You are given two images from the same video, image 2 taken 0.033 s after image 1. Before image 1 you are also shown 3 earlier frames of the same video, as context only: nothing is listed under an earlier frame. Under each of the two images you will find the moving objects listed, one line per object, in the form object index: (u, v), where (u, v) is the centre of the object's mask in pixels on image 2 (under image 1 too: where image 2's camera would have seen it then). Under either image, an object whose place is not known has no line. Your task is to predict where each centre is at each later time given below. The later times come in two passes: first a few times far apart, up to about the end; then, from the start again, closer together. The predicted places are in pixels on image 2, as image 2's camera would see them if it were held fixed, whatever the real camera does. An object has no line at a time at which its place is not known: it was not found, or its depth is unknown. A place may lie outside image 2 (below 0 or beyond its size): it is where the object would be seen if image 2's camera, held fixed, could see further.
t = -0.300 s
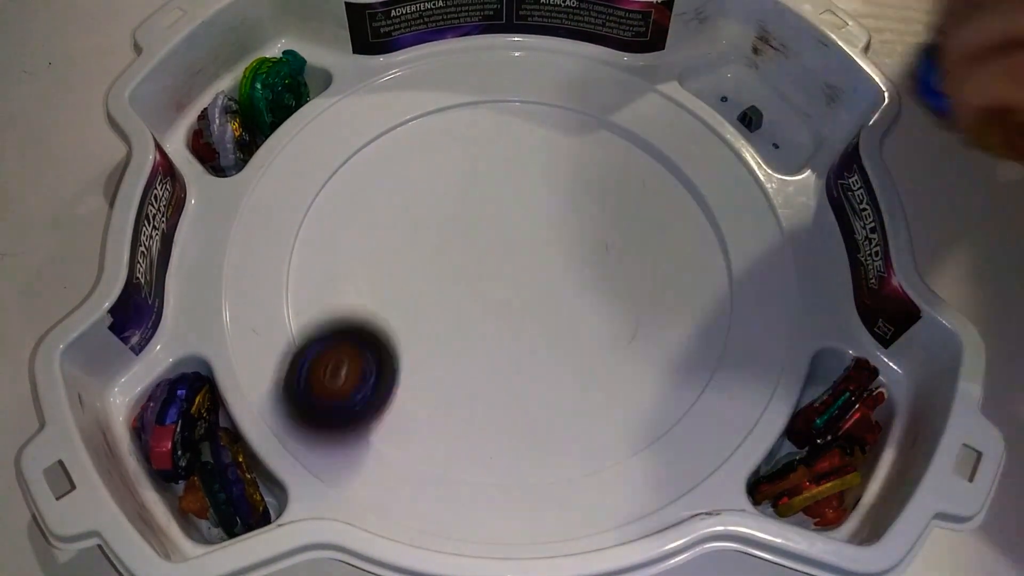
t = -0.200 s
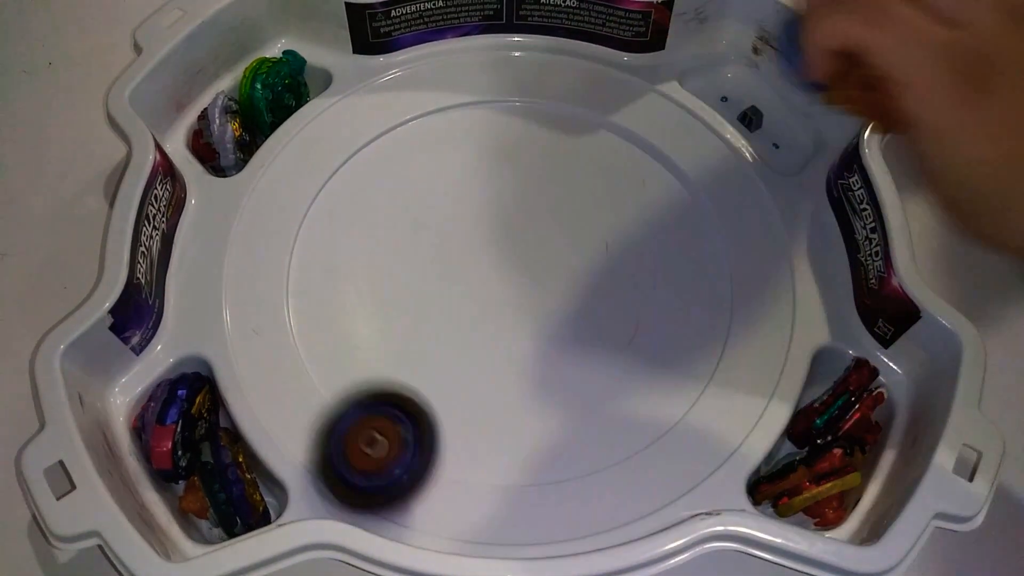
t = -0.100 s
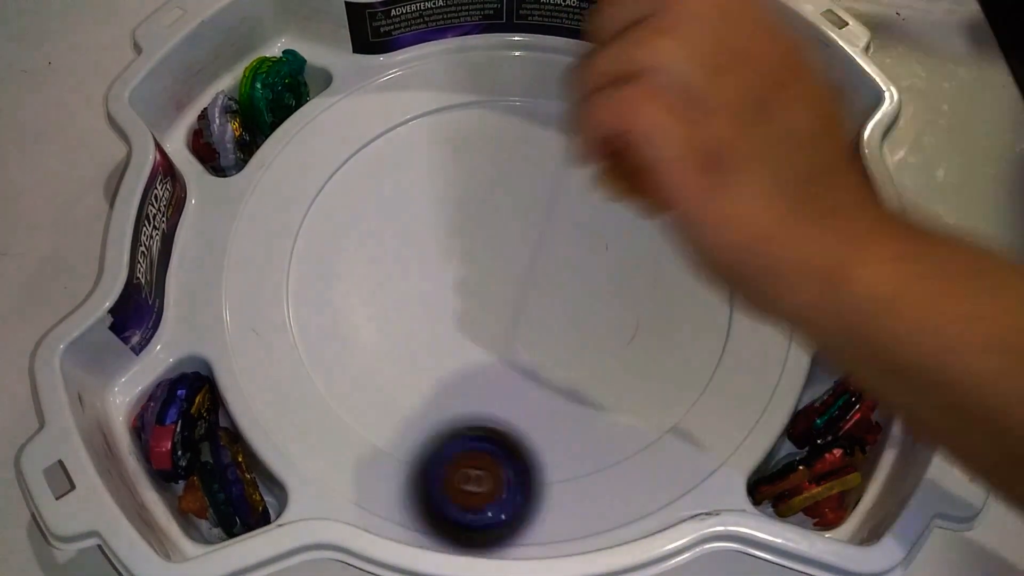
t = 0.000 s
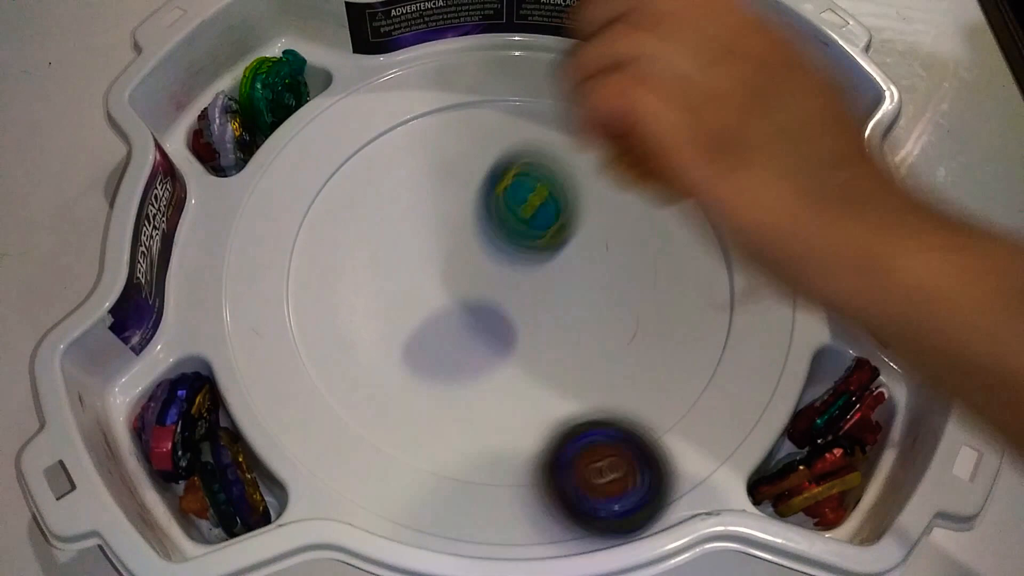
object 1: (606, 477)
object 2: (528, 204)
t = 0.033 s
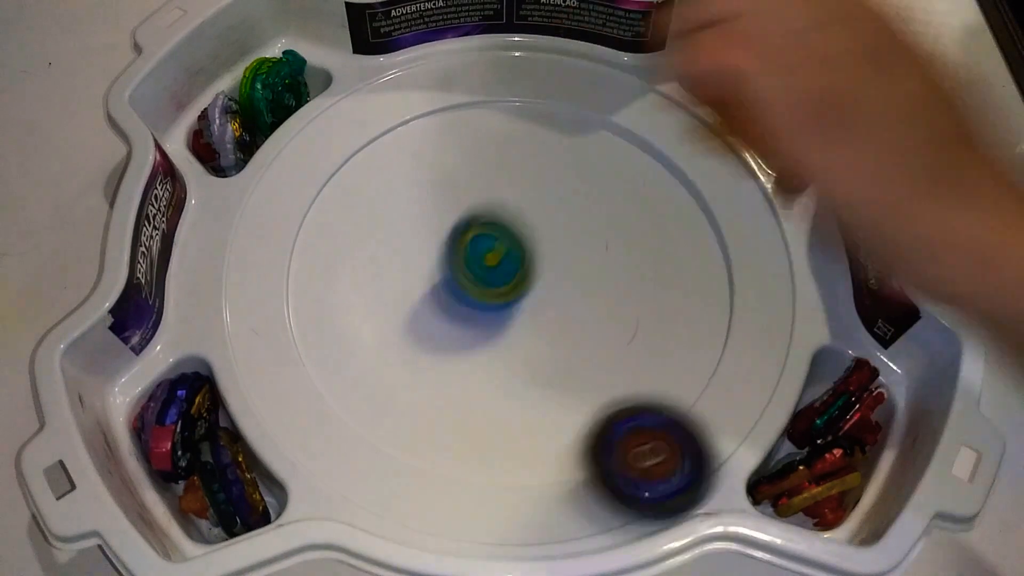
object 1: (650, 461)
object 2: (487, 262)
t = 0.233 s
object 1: (786, 266)
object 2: (370, 315)
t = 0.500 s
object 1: (471, 74)
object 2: (551, 257)
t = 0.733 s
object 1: (245, 330)
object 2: (646, 151)
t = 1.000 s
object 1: (698, 259)
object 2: (467, 228)
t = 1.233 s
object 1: (654, 86)
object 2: (421, 309)
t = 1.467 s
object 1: (461, 154)
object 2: (656, 461)
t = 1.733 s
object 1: (342, 269)
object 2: (586, 236)
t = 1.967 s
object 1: (642, 424)
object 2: (427, 103)
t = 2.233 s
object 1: (623, 115)
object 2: (453, 434)
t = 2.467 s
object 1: (308, 187)
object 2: (758, 378)
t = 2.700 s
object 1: (638, 418)
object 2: (636, 115)
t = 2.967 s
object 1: (498, 84)
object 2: (302, 300)
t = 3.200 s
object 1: (380, 419)
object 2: (728, 318)
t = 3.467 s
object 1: (675, 155)
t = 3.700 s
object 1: (384, 115)
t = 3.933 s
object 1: (316, 402)
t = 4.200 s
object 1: (510, 145)
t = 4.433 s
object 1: (559, 100)
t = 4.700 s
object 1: (509, 240)
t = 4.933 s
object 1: (529, 337)
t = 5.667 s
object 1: (459, 259)
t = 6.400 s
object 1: (450, 249)
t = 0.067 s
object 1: (691, 441)
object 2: (462, 265)
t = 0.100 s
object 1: (734, 416)
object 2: (435, 277)
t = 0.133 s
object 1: (765, 383)
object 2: (408, 295)
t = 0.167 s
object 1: (785, 345)
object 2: (389, 304)
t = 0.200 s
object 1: (791, 307)
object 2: (375, 310)
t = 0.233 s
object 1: (786, 266)
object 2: (370, 315)
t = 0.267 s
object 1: (769, 226)
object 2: (373, 317)
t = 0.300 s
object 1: (745, 189)
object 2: (385, 318)
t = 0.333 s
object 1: (712, 155)
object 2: (405, 315)
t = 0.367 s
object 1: (674, 125)
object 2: (429, 311)
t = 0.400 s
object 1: (630, 102)
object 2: (457, 302)
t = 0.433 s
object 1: (582, 85)
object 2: (488, 290)
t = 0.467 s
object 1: (527, 75)
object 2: (521, 275)
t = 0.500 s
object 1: (471, 74)
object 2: (551, 257)
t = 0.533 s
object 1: (412, 82)
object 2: (580, 237)
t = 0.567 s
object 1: (351, 95)
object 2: (604, 218)
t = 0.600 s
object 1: (291, 115)
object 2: (626, 198)
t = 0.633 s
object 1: (245, 145)
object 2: (642, 179)
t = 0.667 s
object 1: (220, 194)
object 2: (652, 162)
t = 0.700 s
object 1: (221, 262)
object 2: (651, 152)
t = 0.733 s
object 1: (245, 330)
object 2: (646, 151)
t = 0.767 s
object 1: (286, 409)
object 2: (634, 153)
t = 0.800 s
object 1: (347, 455)
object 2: (618, 159)
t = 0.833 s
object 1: (421, 417)
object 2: (600, 163)
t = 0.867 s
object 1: (496, 392)
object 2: (576, 173)
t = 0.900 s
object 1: (562, 378)
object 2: (551, 185)
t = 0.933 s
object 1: (616, 338)
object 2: (524, 197)
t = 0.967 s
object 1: (663, 304)
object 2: (495, 213)
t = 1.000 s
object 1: (698, 259)
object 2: (467, 228)
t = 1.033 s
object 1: (724, 216)
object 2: (441, 242)
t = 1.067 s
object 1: (722, 169)
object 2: (420, 254)
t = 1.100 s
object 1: (712, 130)
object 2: (405, 266)
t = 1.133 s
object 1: (699, 103)
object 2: (398, 278)
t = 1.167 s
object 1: (682, 68)
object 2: (398, 289)
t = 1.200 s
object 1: (668, 62)
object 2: (407, 300)
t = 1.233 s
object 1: (654, 86)
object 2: (421, 309)
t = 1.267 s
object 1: (636, 108)
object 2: (443, 315)
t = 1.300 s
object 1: (614, 137)
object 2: (469, 318)
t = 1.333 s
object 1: (587, 162)
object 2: (500, 317)
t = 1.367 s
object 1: (554, 188)
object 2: (533, 312)
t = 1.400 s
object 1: (520, 209)
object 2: (567, 329)
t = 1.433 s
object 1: (490, 178)
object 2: (613, 402)
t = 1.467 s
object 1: (461, 154)
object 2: (656, 461)
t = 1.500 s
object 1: (433, 135)
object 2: (663, 433)
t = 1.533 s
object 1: (407, 123)
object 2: (661, 401)
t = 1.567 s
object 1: (382, 119)
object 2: (655, 377)
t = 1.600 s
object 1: (366, 130)
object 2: (647, 365)
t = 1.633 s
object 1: (353, 153)
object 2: (633, 332)
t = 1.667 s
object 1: (343, 183)
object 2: (618, 300)
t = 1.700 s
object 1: (338, 221)
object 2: (602, 269)
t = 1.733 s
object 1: (342, 269)
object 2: (586, 236)
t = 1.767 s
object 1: (359, 318)
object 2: (571, 201)
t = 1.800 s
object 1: (389, 367)
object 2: (555, 164)
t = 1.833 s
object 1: (433, 407)
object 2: (534, 130)
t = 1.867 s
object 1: (485, 437)
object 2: (511, 95)
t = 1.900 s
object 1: (543, 456)
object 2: (485, 82)
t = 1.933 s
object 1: (596, 444)
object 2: (456, 85)
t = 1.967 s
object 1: (642, 424)
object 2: (427, 103)
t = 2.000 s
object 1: (672, 391)
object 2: (405, 134)
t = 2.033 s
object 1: (696, 350)
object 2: (381, 171)
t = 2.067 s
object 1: (718, 307)
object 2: (364, 207)
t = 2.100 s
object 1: (732, 263)
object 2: (357, 256)
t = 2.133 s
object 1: (717, 220)
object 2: (362, 305)
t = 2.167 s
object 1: (698, 178)
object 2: (381, 352)
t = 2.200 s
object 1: (665, 144)
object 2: (411, 397)
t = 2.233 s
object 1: (623, 115)
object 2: (453, 434)
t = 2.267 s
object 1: (580, 95)
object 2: (500, 461)
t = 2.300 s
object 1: (530, 86)
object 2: (552, 465)
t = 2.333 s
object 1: (480, 87)
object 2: (601, 463)
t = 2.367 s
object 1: (433, 95)
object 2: (647, 454)
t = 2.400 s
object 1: (386, 113)
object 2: (691, 437)
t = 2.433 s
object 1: (344, 144)
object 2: (731, 412)
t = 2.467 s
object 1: (308, 187)
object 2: (758, 378)
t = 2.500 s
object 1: (289, 241)
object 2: (755, 325)
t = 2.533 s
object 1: (289, 303)
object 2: (747, 285)
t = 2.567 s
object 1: (321, 367)
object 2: (735, 257)
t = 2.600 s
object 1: (381, 421)
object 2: (716, 223)
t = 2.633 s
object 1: (468, 454)
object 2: (693, 180)
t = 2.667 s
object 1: (559, 453)
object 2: (668, 149)
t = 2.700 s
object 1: (638, 418)
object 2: (636, 115)
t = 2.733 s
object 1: (695, 361)
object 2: (592, 94)
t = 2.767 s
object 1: (722, 300)
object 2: (539, 88)
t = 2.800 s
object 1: (720, 238)
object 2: (482, 92)
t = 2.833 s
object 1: (698, 184)
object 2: (427, 98)
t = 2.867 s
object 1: (657, 139)
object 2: (376, 129)
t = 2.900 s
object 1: (610, 106)
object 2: (332, 172)
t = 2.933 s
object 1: (556, 89)
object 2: (306, 232)
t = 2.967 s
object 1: (498, 84)
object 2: (302, 300)
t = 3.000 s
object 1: (443, 91)
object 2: (331, 368)
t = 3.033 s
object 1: (386, 111)
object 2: (391, 421)
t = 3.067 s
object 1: (335, 150)
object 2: (473, 451)
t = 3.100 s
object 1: (299, 205)
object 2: (562, 453)
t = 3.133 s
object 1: (286, 276)
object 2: (638, 427)
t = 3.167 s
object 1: (312, 353)
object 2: (696, 381)
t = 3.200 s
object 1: (380, 419)
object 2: (728, 318)
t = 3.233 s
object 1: (477, 452)
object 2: (733, 256)
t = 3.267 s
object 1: (571, 445)
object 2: (711, 191)
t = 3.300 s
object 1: (645, 409)
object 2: (665, 140)
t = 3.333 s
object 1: (694, 357)
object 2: (598, 102)
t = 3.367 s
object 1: (719, 300)
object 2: (513, 88)
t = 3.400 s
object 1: (720, 244)
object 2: (421, 107)
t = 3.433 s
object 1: (705, 196)
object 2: (341, 166)
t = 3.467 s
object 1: (675, 155)
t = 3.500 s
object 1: (640, 123)
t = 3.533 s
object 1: (598, 102)
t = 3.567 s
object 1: (555, 89)
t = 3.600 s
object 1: (510, 84)
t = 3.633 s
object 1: (466, 88)
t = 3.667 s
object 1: (423, 98)
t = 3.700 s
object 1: (384, 115)
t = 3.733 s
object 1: (347, 141)
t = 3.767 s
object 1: (317, 177)
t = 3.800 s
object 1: (297, 226)
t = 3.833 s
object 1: (291, 268)
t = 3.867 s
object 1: (284, 345)
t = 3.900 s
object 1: (295, 463)
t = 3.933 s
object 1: (316, 402)
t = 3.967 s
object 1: (341, 334)
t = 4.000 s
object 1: (371, 273)
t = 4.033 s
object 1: (400, 233)
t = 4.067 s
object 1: (428, 205)
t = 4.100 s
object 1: (452, 193)
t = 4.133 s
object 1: (474, 193)
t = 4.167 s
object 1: (494, 174)
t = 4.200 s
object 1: (510, 145)
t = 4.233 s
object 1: (526, 128)
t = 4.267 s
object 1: (539, 112)
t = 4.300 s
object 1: (549, 101)
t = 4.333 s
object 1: (556, 92)
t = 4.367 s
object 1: (560, 88)
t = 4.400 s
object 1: (560, 93)
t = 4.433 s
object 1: (559, 100)
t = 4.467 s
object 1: (557, 109)
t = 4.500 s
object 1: (552, 121)
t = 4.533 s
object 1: (546, 138)
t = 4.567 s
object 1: (539, 157)
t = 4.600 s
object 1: (530, 177)
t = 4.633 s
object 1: (523, 197)
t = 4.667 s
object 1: (516, 219)
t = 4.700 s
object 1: (509, 240)
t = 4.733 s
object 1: (505, 261)
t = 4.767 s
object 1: (502, 278)
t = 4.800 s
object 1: (502, 294)
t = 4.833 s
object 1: (505, 308)
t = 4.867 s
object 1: (511, 320)
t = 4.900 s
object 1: (519, 330)
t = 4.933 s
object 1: (529, 337)
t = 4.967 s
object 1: (541, 341)
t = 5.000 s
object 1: (555, 342)
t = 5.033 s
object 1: (570, 341)
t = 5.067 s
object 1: (587, 338)
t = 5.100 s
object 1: (606, 333)
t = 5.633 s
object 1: (482, 240)
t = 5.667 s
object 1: (459, 259)
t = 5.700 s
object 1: (441, 279)
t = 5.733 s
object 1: (426, 300)
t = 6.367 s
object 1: (472, 255)
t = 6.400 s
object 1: (450, 249)
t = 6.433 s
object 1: (428, 246)
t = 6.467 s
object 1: (407, 248)
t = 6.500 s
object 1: (386, 252)
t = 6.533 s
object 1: (368, 261)
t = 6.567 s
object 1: (355, 274)
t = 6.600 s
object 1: (349, 291)
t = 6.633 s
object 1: (349, 311)
